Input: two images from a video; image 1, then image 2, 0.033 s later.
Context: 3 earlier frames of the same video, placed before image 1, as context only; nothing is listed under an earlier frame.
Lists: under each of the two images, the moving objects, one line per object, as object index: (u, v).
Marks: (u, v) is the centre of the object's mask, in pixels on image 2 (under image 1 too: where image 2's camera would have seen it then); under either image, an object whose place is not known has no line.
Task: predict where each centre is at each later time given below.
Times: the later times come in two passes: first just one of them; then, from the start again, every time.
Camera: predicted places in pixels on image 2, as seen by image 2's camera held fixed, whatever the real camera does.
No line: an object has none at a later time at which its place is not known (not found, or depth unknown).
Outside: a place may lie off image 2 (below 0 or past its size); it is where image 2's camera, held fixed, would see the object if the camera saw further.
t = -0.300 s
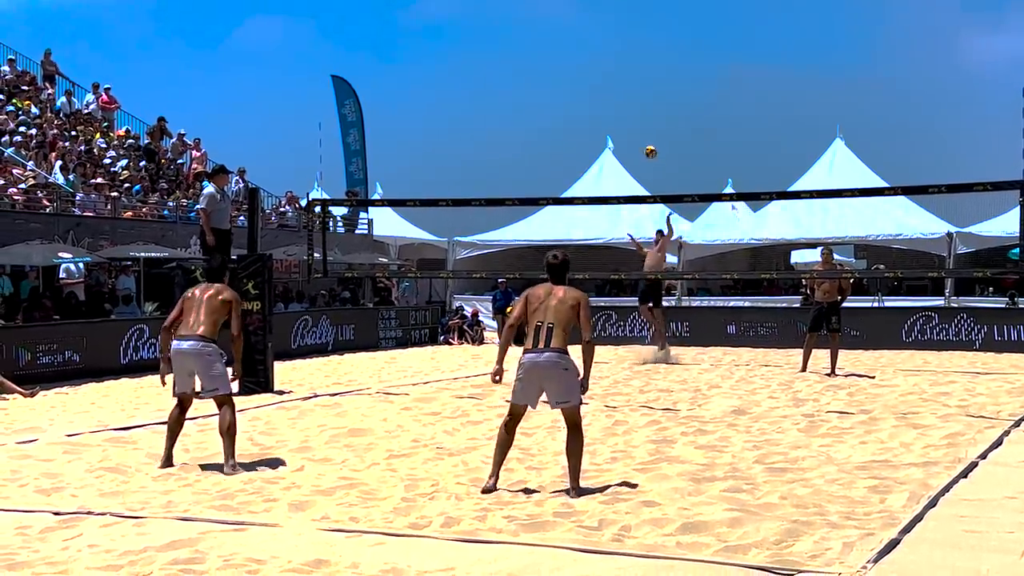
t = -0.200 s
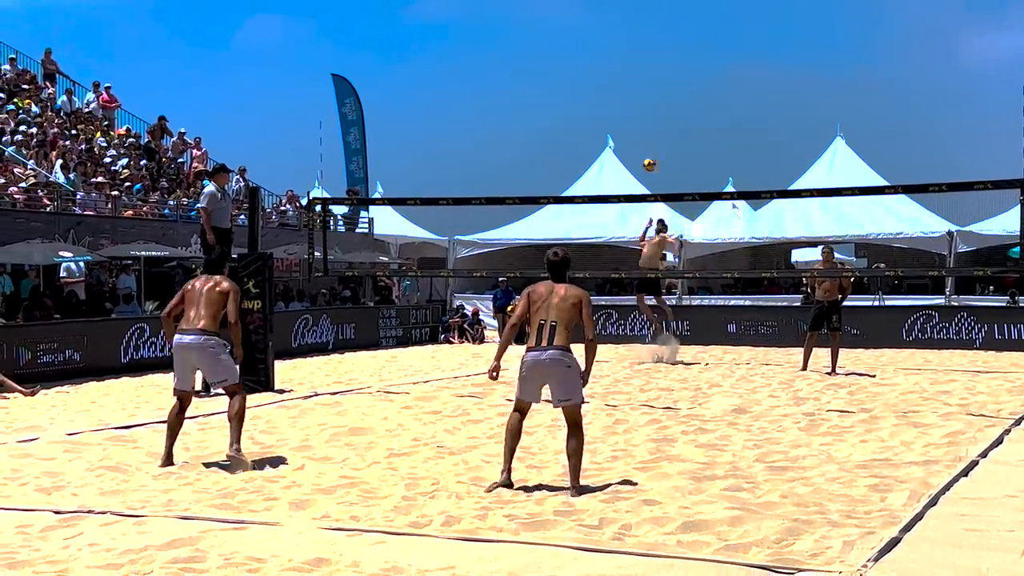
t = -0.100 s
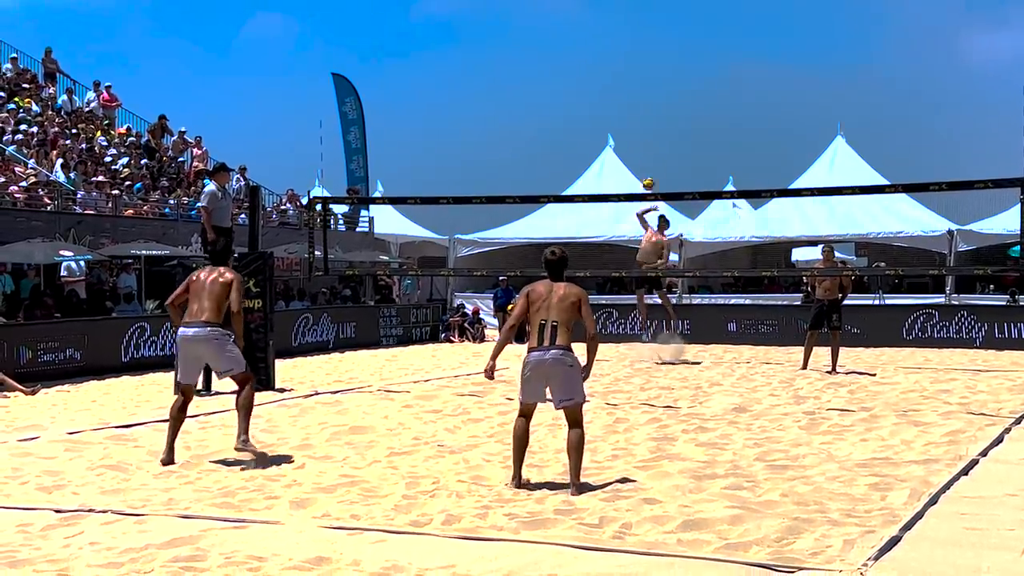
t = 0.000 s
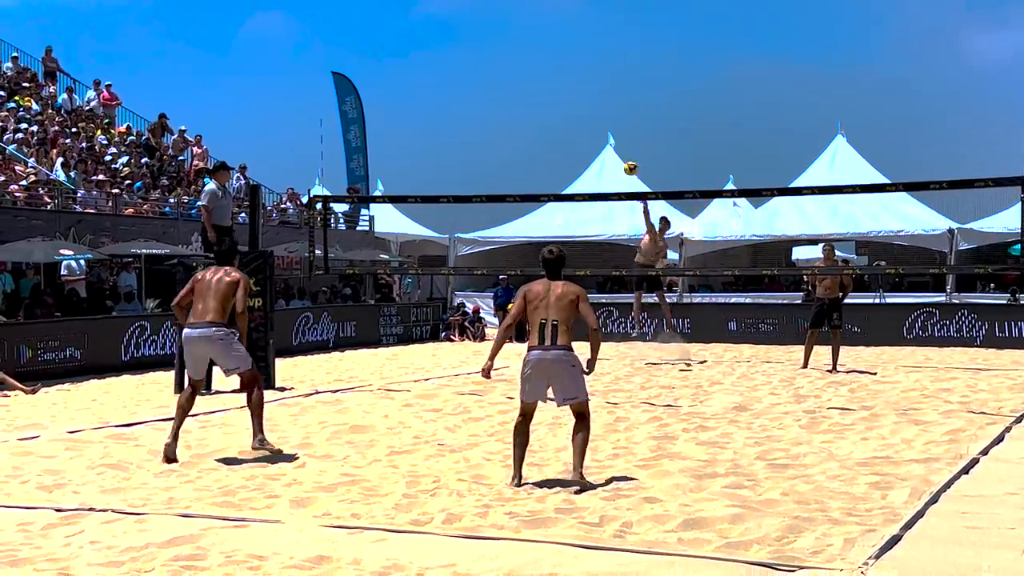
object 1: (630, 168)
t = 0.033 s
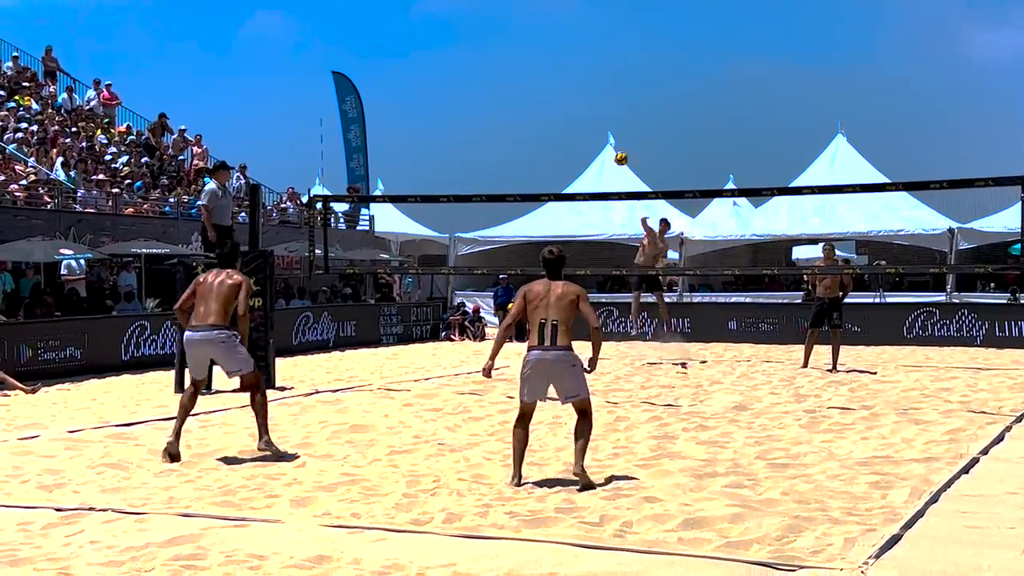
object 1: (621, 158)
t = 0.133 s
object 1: (589, 135)
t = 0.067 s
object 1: (611, 149)
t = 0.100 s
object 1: (600, 141)
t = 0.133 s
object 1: (589, 135)
